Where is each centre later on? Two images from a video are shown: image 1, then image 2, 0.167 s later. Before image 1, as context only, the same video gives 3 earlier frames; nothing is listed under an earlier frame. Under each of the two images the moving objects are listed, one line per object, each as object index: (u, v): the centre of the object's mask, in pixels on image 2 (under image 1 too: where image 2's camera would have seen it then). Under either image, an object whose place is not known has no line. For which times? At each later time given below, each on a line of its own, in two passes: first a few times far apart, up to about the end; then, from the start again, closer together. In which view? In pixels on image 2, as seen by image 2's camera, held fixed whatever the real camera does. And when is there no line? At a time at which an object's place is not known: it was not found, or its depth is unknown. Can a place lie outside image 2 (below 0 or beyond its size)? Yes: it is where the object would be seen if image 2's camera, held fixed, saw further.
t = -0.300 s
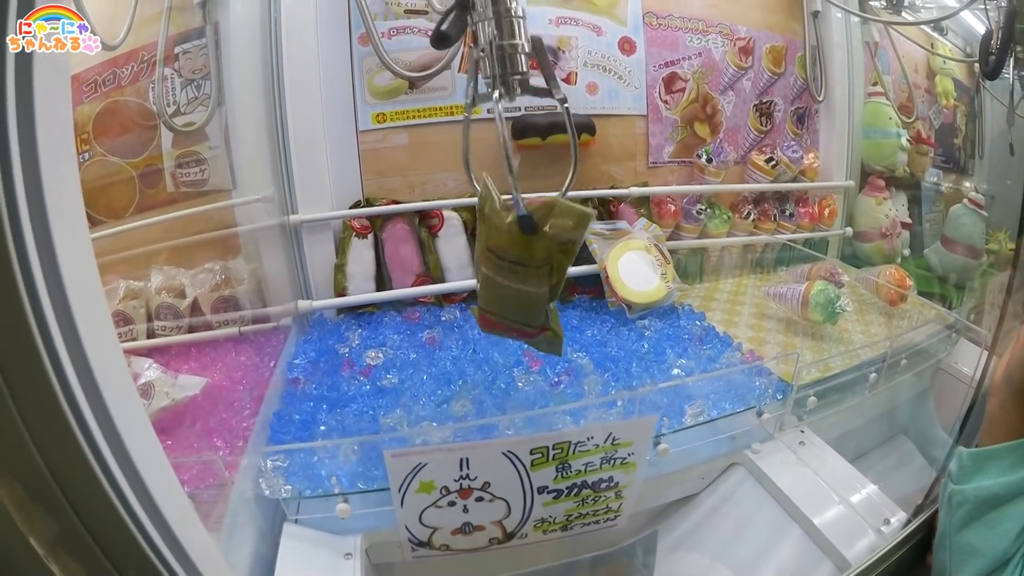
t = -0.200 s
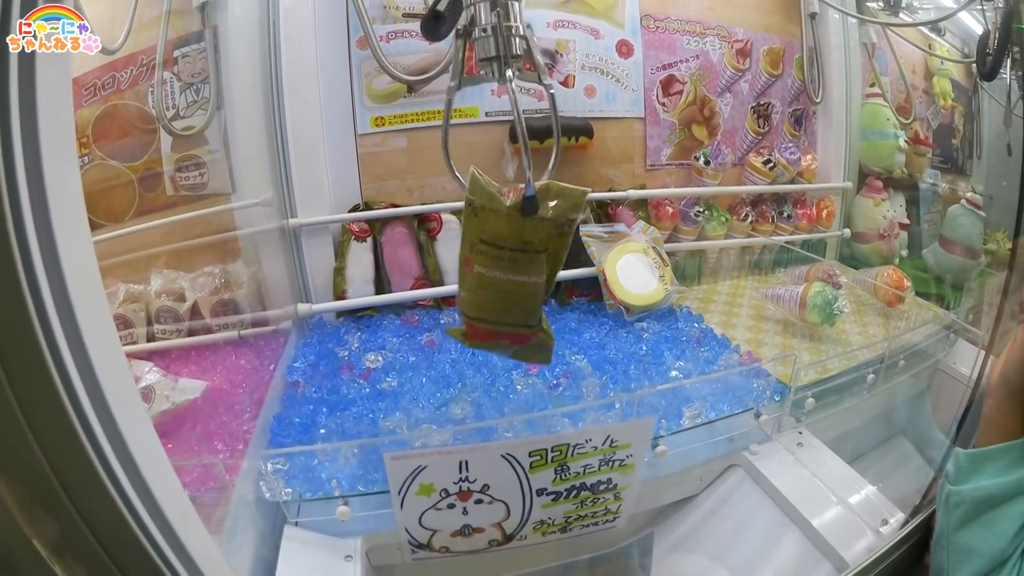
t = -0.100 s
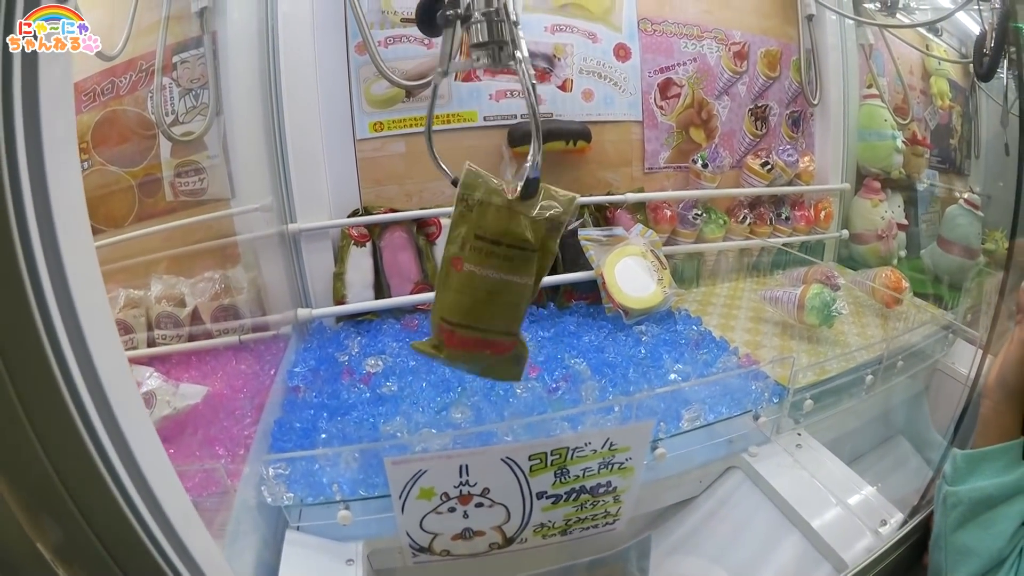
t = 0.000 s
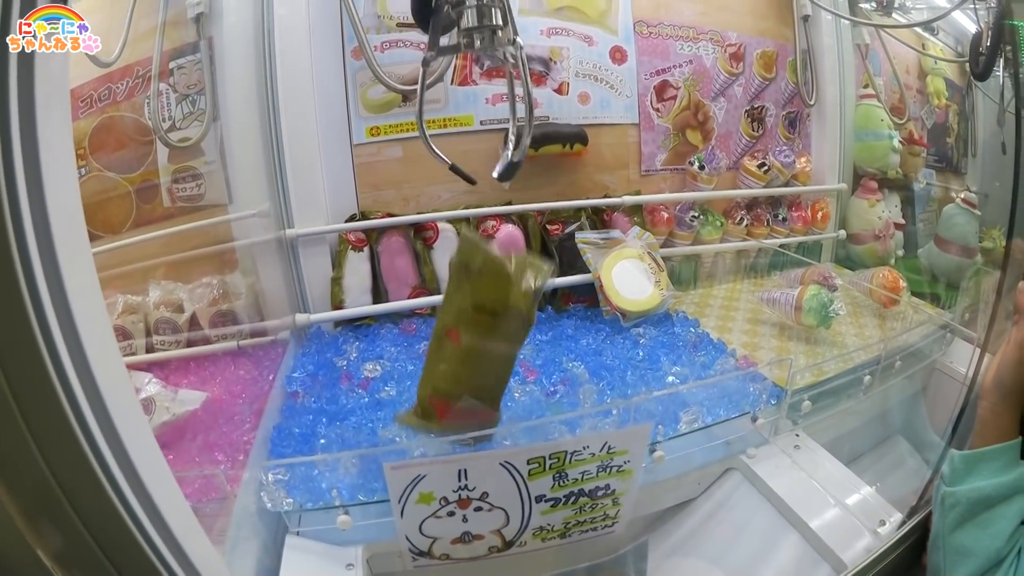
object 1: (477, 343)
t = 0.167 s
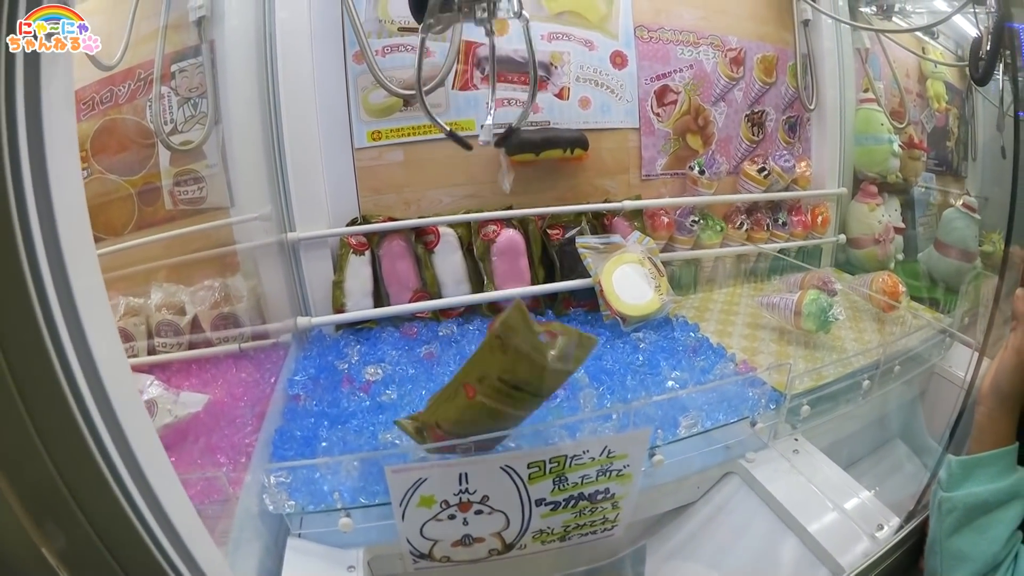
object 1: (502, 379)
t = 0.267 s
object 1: (506, 373)
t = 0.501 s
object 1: (544, 393)
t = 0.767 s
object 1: (546, 394)
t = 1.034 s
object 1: (546, 394)
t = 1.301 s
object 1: (548, 394)
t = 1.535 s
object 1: (549, 393)
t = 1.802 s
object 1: (550, 392)
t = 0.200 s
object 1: (503, 378)
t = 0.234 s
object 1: (504, 374)
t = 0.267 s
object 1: (506, 373)
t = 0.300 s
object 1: (511, 377)
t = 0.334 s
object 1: (519, 379)
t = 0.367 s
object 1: (526, 386)
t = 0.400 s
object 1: (532, 388)
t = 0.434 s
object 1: (537, 389)
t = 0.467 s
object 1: (541, 392)
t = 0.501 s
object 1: (544, 393)
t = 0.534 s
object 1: (545, 392)
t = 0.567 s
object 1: (545, 393)
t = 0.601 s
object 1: (545, 393)
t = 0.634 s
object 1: (546, 393)
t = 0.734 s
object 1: (546, 393)
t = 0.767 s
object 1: (546, 394)
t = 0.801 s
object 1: (546, 394)
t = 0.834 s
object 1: (546, 394)
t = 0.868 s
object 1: (546, 394)
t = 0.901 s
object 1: (546, 394)
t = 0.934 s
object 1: (546, 393)
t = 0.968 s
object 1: (546, 394)
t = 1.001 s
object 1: (546, 394)
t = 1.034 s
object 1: (546, 394)
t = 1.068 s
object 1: (546, 394)
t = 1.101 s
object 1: (546, 394)
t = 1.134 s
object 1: (546, 394)
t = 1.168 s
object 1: (547, 394)
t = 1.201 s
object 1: (547, 394)
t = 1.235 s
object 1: (547, 394)
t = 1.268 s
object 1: (547, 394)
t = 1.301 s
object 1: (548, 394)
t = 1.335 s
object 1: (548, 394)
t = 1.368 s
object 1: (548, 394)
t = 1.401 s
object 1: (548, 393)
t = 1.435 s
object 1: (549, 393)
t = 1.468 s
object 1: (549, 393)
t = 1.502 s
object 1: (549, 393)
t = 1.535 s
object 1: (549, 393)
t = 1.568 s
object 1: (549, 393)
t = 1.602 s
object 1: (549, 393)
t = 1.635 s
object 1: (549, 393)
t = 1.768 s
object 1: (550, 392)
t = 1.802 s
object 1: (550, 392)
